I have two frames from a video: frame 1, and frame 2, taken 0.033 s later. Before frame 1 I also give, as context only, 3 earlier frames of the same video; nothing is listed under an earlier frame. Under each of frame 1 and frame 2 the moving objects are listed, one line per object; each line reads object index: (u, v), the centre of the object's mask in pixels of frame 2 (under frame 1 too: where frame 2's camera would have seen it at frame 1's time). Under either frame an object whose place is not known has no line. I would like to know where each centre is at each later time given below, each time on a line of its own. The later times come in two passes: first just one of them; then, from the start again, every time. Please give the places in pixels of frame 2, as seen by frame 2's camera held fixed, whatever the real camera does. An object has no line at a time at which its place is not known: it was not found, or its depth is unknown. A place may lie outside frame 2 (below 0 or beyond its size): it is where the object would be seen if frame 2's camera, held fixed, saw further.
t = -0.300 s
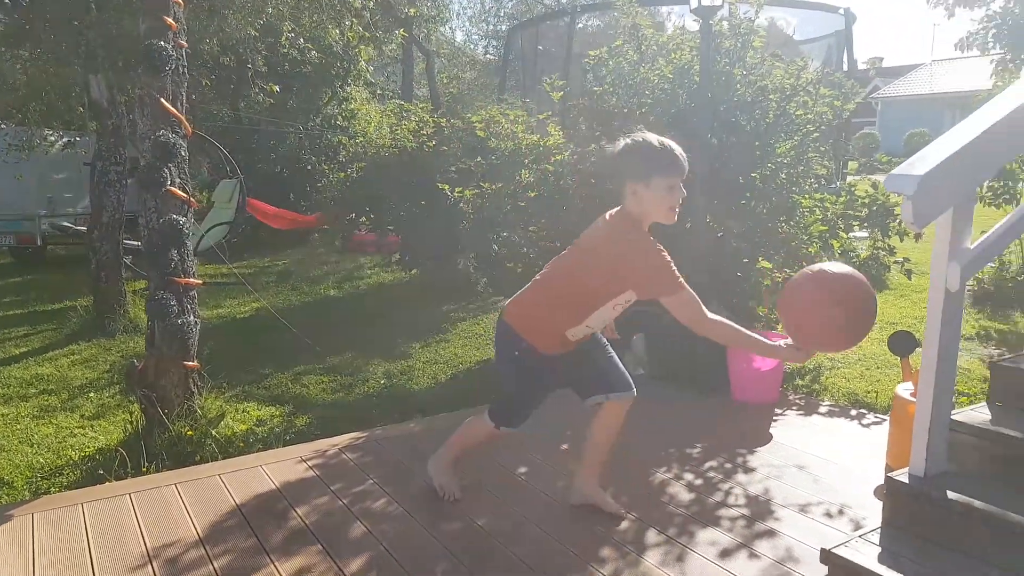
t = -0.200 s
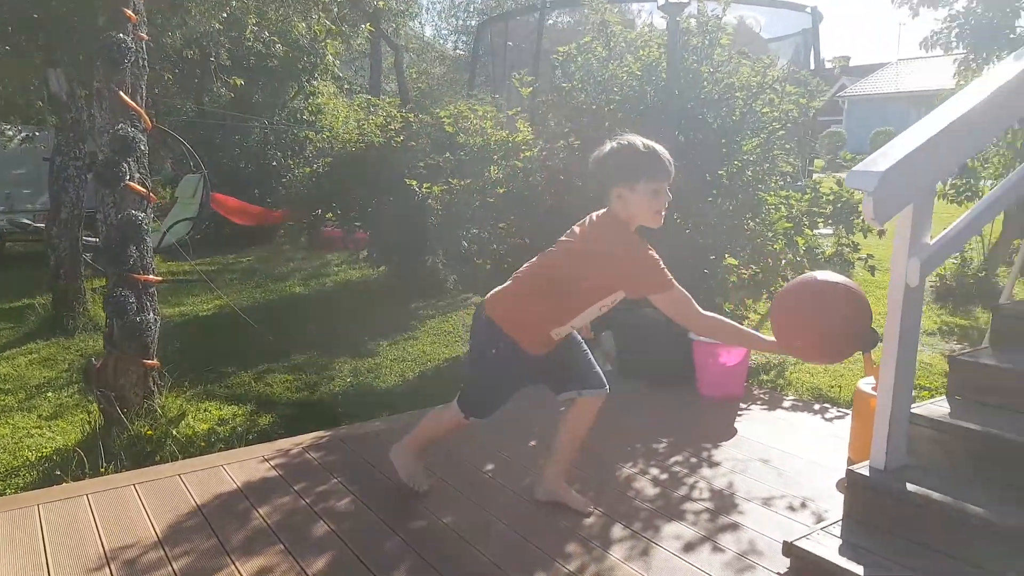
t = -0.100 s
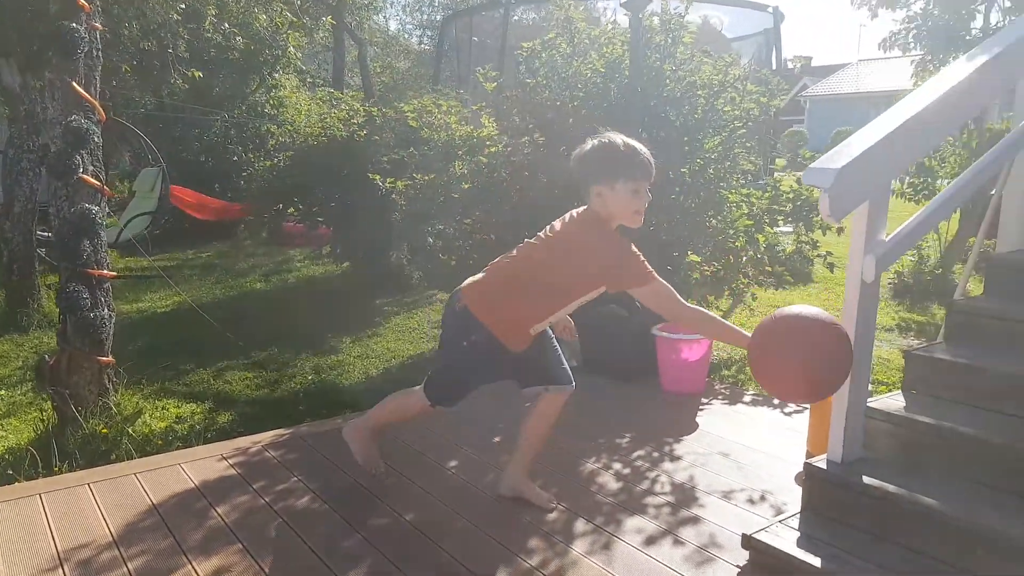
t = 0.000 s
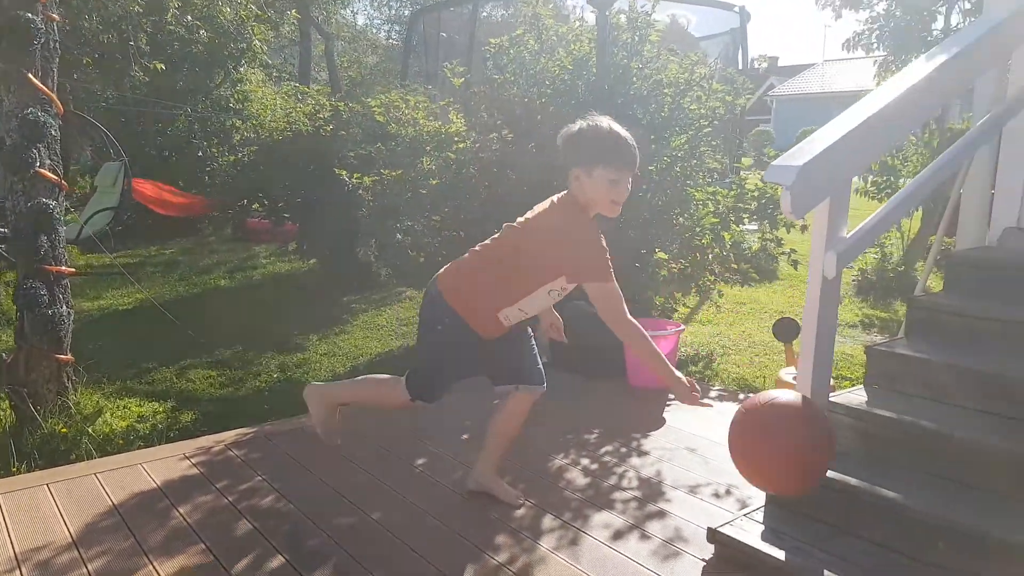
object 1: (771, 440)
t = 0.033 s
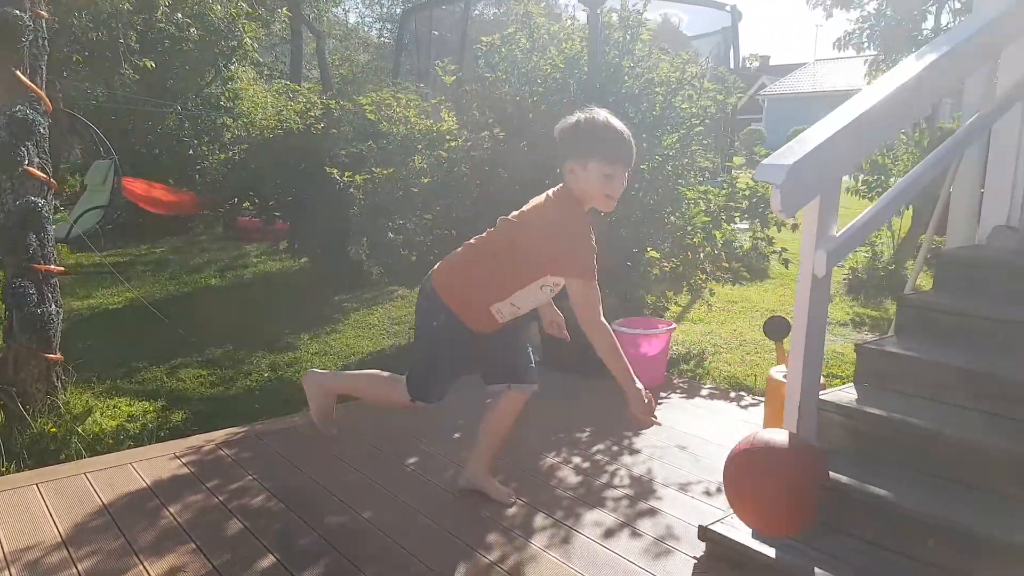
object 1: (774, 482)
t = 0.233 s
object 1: (851, 508)
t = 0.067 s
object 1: (780, 529)
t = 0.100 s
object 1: (782, 558)
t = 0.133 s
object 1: (796, 560)
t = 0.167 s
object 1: (815, 547)
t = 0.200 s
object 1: (833, 530)
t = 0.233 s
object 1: (851, 508)
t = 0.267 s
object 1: (865, 489)
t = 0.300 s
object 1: (870, 475)
